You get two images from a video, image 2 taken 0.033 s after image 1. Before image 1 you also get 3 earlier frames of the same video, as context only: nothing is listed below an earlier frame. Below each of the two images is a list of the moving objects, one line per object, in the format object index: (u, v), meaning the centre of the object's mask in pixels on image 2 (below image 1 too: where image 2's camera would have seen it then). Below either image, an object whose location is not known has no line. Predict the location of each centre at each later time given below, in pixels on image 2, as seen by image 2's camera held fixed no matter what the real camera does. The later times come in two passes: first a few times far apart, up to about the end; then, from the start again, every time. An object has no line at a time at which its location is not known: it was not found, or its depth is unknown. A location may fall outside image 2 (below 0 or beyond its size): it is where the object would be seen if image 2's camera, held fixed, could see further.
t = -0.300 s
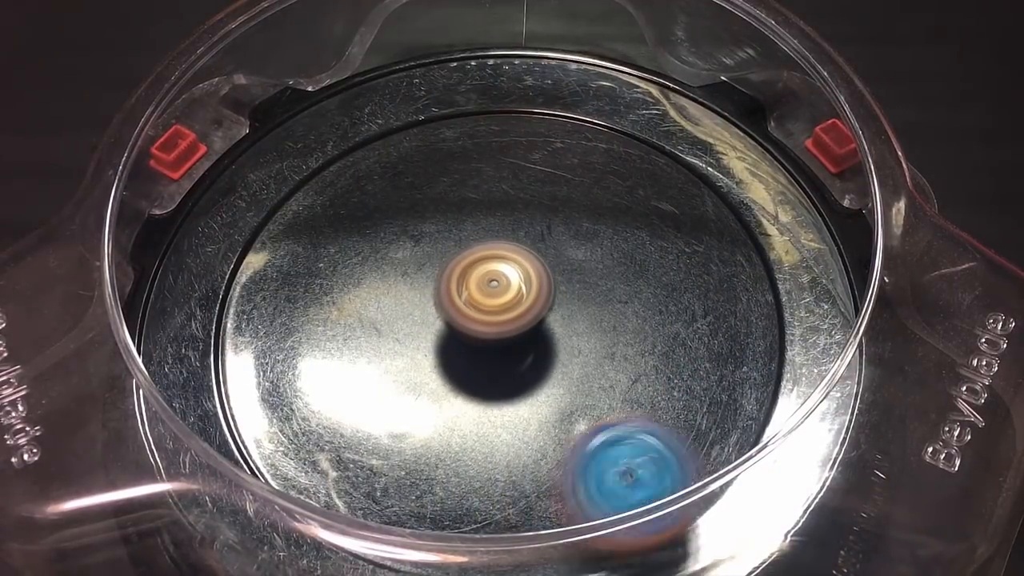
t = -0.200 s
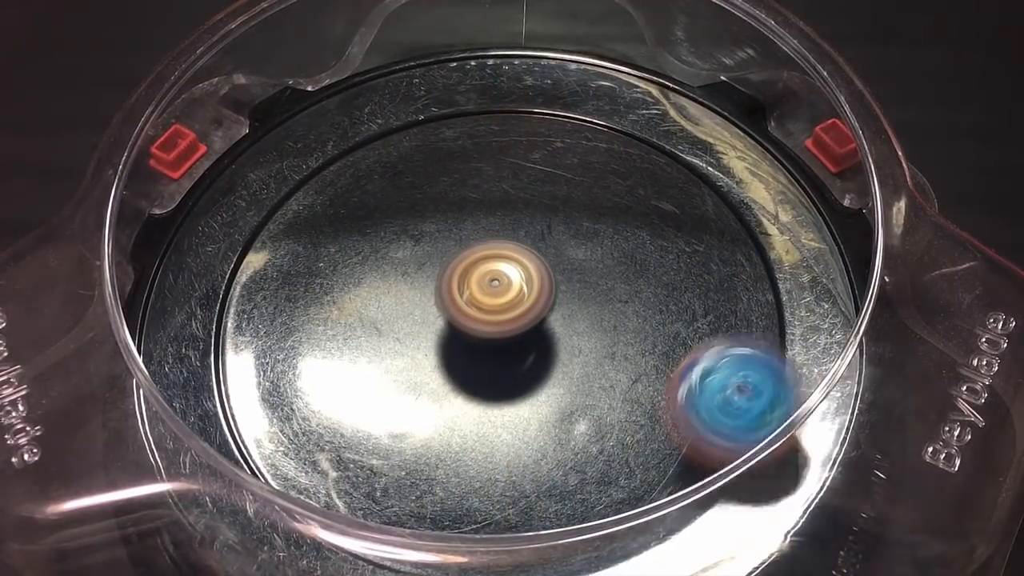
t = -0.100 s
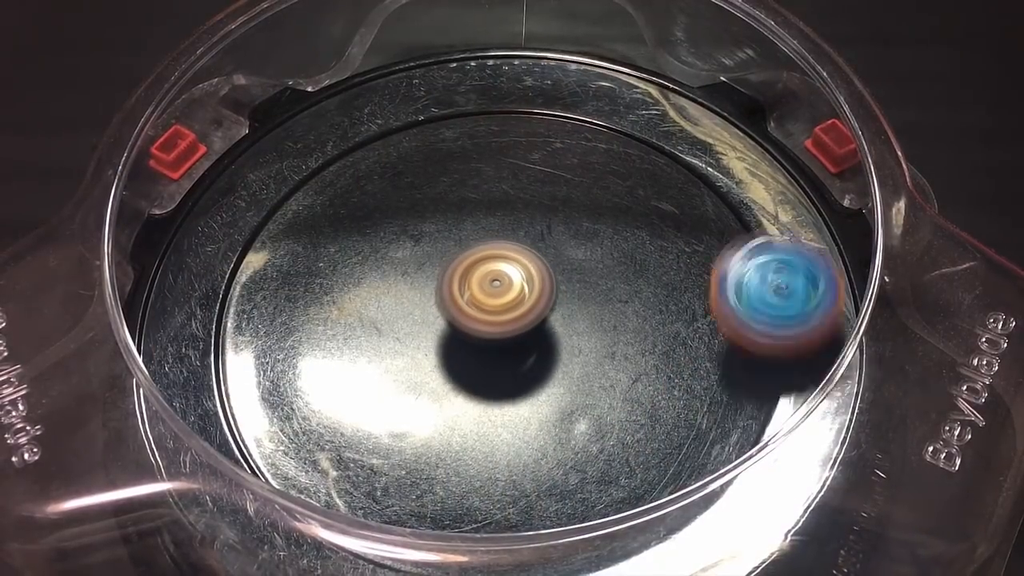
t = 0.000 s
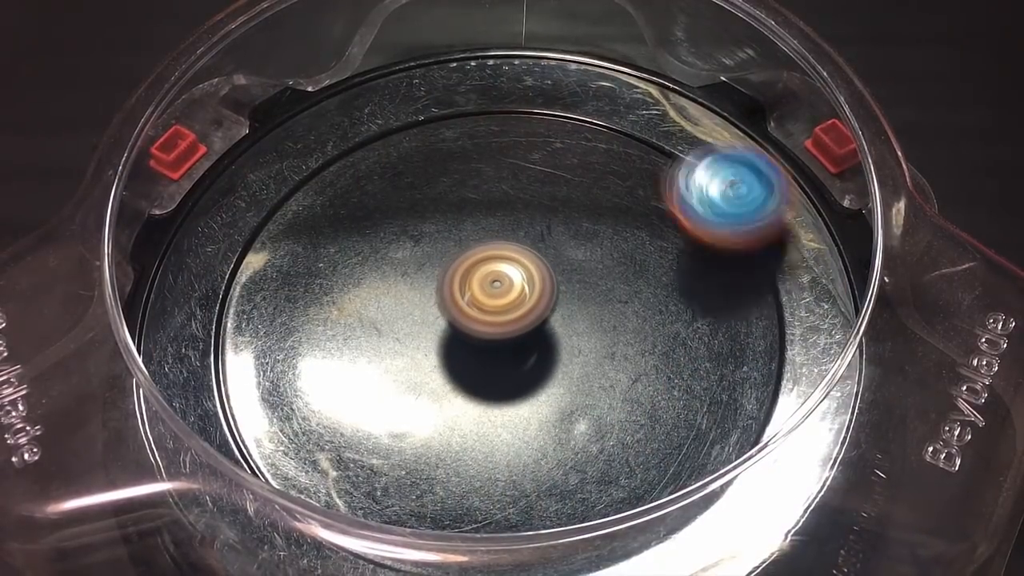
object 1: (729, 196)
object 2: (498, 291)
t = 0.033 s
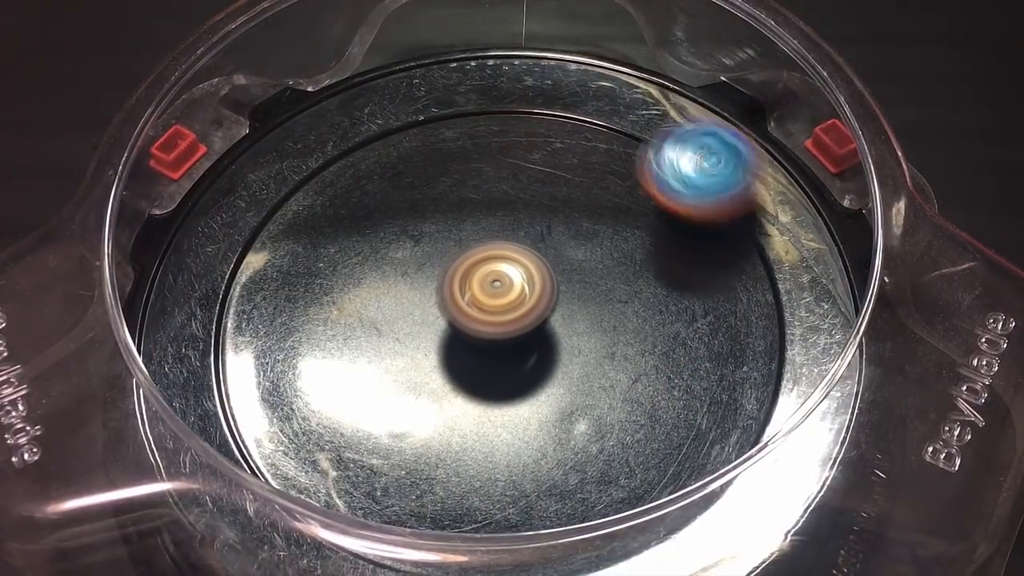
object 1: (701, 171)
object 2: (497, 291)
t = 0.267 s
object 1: (435, 139)
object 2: (498, 292)
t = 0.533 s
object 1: (300, 393)
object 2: (498, 291)
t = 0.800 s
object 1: (608, 494)
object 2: (499, 292)
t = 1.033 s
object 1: (709, 261)
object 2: (499, 292)
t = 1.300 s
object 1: (463, 145)
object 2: (497, 292)
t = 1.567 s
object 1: (306, 290)
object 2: (497, 292)
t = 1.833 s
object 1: (464, 450)
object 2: (498, 292)
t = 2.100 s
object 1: (656, 313)
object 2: (497, 291)
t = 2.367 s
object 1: (556, 169)
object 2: (497, 290)
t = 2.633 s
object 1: (367, 221)
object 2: (498, 291)
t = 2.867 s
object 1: (397, 403)
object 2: (499, 291)
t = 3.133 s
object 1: (623, 405)
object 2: (500, 289)
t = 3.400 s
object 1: (655, 241)
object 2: (499, 292)
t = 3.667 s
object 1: (456, 194)
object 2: (496, 292)
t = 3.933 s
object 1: (328, 320)
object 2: (517, 320)
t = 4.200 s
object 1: (480, 445)
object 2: (518, 327)
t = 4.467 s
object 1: (653, 325)
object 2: (506, 314)
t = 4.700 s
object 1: (568, 195)
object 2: (502, 302)
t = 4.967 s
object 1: (379, 223)
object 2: (497, 288)
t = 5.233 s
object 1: (389, 401)
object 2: (493, 288)
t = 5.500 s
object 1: (608, 399)
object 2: (494, 290)
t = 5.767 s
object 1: (629, 232)
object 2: (499, 290)
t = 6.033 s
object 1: (447, 192)
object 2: (503, 291)
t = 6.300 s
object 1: (356, 347)
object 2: (505, 293)
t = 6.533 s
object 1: (502, 441)
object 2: (505, 293)
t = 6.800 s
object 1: (652, 323)
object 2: (500, 292)
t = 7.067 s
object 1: (538, 194)
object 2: (493, 292)
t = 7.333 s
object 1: (370, 232)
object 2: (478, 309)
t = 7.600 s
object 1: (377, 399)
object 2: (502, 308)
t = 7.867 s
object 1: (588, 392)
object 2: (518, 301)
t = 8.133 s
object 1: (644, 244)
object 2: (504, 281)
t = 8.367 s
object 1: (505, 182)
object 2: (495, 290)
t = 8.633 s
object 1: (364, 256)
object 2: (476, 333)
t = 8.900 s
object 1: (367, 396)
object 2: (553, 343)
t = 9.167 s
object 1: (548, 406)
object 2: (562, 294)
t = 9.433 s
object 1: (603, 315)
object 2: (530, 214)
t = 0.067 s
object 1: (668, 150)
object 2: (498, 291)
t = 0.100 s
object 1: (631, 133)
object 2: (498, 291)
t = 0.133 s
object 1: (594, 123)
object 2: (498, 291)
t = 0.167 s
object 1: (553, 117)
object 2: (498, 292)
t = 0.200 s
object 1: (511, 119)
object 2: (498, 291)
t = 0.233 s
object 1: (471, 127)
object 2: (498, 292)
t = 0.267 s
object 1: (435, 139)
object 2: (498, 292)
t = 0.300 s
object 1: (399, 156)
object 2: (499, 291)
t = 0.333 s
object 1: (368, 180)
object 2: (498, 291)
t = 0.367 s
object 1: (340, 208)
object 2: (498, 291)
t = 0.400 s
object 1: (317, 239)
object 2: (498, 291)
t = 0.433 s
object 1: (302, 275)
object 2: (498, 291)
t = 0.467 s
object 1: (291, 313)
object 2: (498, 291)
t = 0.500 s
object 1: (290, 354)
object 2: (498, 291)
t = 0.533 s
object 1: (300, 393)
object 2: (498, 291)
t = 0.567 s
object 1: (318, 428)
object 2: (498, 291)
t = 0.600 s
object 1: (348, 459)
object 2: (498, 291)
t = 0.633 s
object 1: (383, 476)
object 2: (498, 291)
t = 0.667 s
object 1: (422, 487)
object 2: (499, 291)
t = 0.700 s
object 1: (466, 495)
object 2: (498, 291)
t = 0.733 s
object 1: (515, 497)
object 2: (498, 291)
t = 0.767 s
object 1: (564, 506)
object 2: (498, 291)
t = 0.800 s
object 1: (608, 494)
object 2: (499, 292)
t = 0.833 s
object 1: (649, 470)
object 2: (499, 291)
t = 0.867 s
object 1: (678, 437)
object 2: (499, 291)
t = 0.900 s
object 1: (704, 408)
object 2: (499, 291)
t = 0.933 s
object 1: (722, 372)
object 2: (498, 291)
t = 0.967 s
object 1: (726, 334)
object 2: (499, 292)
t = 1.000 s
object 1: (721, 295)
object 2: (499, 292)
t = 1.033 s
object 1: (709, 261)
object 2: (499, 292)
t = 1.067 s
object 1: (689, 229)
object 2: (498, 292)
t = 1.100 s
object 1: (663, 204)
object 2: (498, 292)
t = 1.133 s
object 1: (633, 182)
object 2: (498, 292)
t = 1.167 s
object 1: (602, 166)
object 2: (498, 292)
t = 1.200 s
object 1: (564, 153)
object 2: (497, 292)
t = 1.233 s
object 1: (530, 146)
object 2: (497, 292)
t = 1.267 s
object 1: (495, 143)
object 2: (497, 292)
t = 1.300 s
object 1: (463, 145)
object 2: (497, 292)
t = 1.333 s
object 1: (431, 152)
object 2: (497, 292)
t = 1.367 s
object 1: (403, 162)
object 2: (497, 292)
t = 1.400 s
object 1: (376, 176)
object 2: (497, 292)
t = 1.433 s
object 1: (354, 195)
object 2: (497, 292)
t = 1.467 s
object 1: (335, 215)
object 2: (497, 292)
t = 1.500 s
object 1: (321, 237)
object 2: (497, 292)
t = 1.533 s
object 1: (312, 263)
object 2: (497, 292)
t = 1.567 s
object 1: (306, 290)
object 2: (497, 292)
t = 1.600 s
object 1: (304, 317)
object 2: (497, 292)
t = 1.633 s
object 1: (310, 345)
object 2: (497, 292)
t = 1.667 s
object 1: (320, 372)
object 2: (497, 292)
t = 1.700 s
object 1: (338, 397)
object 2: (498, 292)
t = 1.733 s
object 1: (364, 420)
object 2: (497, 292)
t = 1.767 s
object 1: (392, 436)
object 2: (498, 292)
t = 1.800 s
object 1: (428, 445)
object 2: (498, 292)
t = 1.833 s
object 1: (464, 450)
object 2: (498, 292)
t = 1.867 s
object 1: (502, 447)
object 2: (498, 292)
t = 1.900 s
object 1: (535, 440)
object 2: (498, 292)
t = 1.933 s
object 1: (568, 427)
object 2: (498, 292)
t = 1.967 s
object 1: (597, 409)
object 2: (498, 292)
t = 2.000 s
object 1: (622, 388)
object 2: (498, 292)
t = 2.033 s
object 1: (639, 364)
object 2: (498, 291)
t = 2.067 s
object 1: (651, 338)
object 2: (498, 291)
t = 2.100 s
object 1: (656, 313)
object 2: (497, 291)
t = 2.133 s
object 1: (657, 288)
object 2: (497, 291)
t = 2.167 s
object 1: (653, 264)
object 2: (497, 290)
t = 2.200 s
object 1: (644, 243)
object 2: (497, 290)
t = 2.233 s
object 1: (632, 225)
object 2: (496, 290)
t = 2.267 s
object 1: (617, 207)
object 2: (497, 290)
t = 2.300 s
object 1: (599, 192)
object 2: (497, 289)
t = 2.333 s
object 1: (578, 180)
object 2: (496, 290)
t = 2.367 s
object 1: (556, 169)
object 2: (497, 290)
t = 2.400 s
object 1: (532, 163)
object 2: (496, 290)
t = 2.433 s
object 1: (506, 160)
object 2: (496, 290)
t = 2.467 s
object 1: (480, 160)
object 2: (496, 290)
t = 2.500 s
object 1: (455, 164)
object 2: (496, 290)
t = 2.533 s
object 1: (430, 173)
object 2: (496, 291)
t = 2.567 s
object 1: (406, 185)
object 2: (496, 291)
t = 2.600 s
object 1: (384, 200)
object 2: (497, 291)
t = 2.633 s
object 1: (367, 221)
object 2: (498, 291)
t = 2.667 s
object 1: (353, 244)
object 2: (497, 291)
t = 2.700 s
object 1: (346, 271)
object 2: (498, 291)
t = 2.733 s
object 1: (342, 298)
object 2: (498, 291)
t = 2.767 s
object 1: (346, 327)
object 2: (498, 291)
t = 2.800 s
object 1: (358, 355)
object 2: (498, 291)
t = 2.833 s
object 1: (374, 381)
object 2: (498, 291)
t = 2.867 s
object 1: (397, 403)
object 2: (499, 291)
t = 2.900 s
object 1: (422, 420)
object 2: (499, 290)
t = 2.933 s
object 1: (451, 432)
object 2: (498, 291)
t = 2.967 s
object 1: (483, 440)
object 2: (498, 292)
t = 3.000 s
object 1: (511, 443)
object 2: (499, 290)
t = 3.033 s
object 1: (543, 440)
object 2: (499, 290)
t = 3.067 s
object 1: (573, 433)
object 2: (499, 291)
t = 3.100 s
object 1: (600, 422)
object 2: (500, 290)
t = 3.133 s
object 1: (623, 405)
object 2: (500, 289)
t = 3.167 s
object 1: (643, 389)
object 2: (499, 291)
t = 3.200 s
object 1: (659, 369)
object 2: (500, 291)
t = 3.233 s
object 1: (669, 347)
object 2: (500, 290)
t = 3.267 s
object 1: (675, 327)
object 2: (499, 292)
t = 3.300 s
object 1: (677, 303)
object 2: (500, 291)
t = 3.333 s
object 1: (675, 280)
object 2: (500, 290)
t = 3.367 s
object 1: (668, 261)
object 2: (499, 291)
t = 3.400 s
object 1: (655, 241)
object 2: (499, 292)
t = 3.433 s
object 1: (639, 222)
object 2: (499, 291)
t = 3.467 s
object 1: (619, 208)
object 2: (499, 291)
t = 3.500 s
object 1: (596, 196)
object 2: (498, 292)
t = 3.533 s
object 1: (570, 188)
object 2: (498, 291)
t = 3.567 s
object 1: (542, 183)
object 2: (498, 291)
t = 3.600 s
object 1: (513, 183)
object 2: (498, 291)
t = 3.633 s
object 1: (485, 187)
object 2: (497, 292)
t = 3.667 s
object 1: (456, 194)
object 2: (496, 292)
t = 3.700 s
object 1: (430, 203)
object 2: (498, 294)
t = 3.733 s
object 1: (403, 211)
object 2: (502, 301)
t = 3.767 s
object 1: (380, 222)
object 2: (506, 305)
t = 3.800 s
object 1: (360, 237)
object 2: (509, 308)
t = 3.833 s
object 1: (346, 256)
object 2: (511, 312)
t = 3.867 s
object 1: (337, 275)
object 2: (514, 314)
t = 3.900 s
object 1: (331, 296)
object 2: (516, 317)
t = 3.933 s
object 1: (328, 320)
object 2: (517, 320)
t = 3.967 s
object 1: (331, 343)
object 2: (519, 321)
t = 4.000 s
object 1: (338, 366)
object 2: (519, 323)
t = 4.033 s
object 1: (351, 387)
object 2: (520, 325)
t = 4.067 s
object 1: (369, 407)
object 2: (520, 326)
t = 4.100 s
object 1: (392, 425)
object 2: (520, 327)
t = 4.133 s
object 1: (419, 436)
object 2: (520, 327)
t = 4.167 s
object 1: (450, 443)
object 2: (519, 327)
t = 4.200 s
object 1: (480, 445)
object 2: (518, 327)
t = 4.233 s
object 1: (512, 442)
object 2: (517, 326)
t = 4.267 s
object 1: (540, 435)
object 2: (516, 325)
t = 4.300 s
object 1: (567, 424)
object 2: (515, 325)
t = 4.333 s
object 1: (592, 409)
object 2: (514, 324)
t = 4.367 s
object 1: (615, 392)
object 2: (511, 321)
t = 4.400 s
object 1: (634, 370)
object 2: (509, 318)
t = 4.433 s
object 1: (646, 348)
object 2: (507, 315)
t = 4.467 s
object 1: (653, 325)
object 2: (506, 314)
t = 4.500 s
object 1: (653, 301)
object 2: (505, 312)
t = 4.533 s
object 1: (649, 277)
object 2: (504, 310)
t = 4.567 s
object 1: (640, 256)
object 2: (504, 308)
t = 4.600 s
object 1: (627, 237)
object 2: (503, 307)
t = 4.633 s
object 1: (610, 220)
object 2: (503, 305)
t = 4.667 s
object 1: (591, 207)
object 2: (503, 303)
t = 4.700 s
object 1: (568, 195)
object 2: (502, 302)
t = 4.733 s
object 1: (545, 187)
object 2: (503, 299)
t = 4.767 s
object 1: (519, 182)
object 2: (503, 297)
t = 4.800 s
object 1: (494, 180)
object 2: (501, 295)
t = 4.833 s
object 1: (468, 183)
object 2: (500, 294)
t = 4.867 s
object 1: (444, 187)
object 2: (499, 292)
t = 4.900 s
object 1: (420, 196)
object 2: (499, 290)
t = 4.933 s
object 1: (398, 208)
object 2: (498, 289)
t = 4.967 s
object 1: (379, 223)
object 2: (497, 288)
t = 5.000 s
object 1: (364, 242)
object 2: (496, 288)
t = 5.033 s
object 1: (352, 262)
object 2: (495, 287)
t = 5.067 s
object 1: (345, 285)
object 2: (495, 287)
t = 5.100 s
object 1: (342, 309)
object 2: (494, 287)
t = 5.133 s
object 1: (344, 334)
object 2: (494, 287)
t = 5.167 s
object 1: (353, 358)
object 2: (494, 287)
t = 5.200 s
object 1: (368, 382)
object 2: (493, 287)
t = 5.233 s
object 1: (389, 401)
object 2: (493, 288)
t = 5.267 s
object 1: (412, 418)
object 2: (493, 288)
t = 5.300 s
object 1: (439, 428)
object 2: (493, 289)
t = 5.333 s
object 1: (468, 435)
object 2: (493, 289)
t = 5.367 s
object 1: (498, 436)
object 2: (493, 289)
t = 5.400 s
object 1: (530, 433)
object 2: (493, 290)
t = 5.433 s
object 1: (558, 426)
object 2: (493, 290)
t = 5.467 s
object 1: (585, 413)
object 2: (494, 290)
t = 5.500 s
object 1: (608, 399)
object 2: (494, 290)
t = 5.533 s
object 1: (628, 379)
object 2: (495, 291)
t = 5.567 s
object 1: (641, 359)
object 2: (496, 290)
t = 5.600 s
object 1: (652, 336)
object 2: (496, 291)
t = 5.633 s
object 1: (656, 314)
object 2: (496, 290)
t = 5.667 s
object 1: (656, 292)
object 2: (498, 290)
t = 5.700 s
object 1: (651, 270)
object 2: (499, 290)
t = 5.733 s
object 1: (642, 250)
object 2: (499, 290)
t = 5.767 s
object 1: (629, 232)
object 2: (499, 290)
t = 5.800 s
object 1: (612, 216)
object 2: (500, 290)
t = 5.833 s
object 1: (593, 203)
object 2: (501, 290)
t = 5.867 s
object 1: (572, 192)
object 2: (501, 290)
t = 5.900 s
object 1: (548, 185)
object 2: (502, 290)
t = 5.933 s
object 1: (523, 182)
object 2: (502, 291)
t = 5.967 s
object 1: (497, 181)
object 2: (503, 291)
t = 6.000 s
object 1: (472, 185)
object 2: (503, 291)
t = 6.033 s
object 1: (447, 192)
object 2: (503, 291)
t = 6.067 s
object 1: (424, 203)
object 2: (504, 292)
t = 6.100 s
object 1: (402, 217)
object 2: (505, 292)
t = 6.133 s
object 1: (384, 234)
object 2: (506, 292)
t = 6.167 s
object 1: (369, 253)
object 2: (506, 292)
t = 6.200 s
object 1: (360, 274)
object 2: (506, 293)
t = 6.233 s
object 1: (353, 297)
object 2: (505, 293)
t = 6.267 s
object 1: (352, 322)
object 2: (505, 293)
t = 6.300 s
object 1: (356, 347)
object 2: (505, 293)
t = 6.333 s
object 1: (365, 369)
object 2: (505, 293)
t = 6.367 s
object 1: (379, 391)
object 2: (505, 293)
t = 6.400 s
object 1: (397, 409)
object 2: (505, 293)
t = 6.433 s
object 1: (420, 424)
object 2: (505, 293)
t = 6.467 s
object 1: (446, 434)
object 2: (505, 293)
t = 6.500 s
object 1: (473, 439)
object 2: (505, 293)
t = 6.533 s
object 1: (502, 441)
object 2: (505, 293)
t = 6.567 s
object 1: (530, 438)
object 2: (505, 293)
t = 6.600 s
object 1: (557, 432)
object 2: (504, 293)
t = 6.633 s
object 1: (581, 421)
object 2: (504, 292)
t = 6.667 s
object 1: (605, 407)
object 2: (503, 292)
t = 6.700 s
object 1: (623, 390)
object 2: (502, 292)
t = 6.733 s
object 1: (639, 368)
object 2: (502, 292)
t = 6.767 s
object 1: (648, 346)
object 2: (501, 292)
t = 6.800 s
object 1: (652, 323)
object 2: (500, 292)
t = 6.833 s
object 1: (652, 300)
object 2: (500, 292)
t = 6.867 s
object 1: (645, 278)
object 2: (499, 292)
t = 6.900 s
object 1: (635, 258)
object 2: (499, 292)
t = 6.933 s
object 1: (621, 240)
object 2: (497, 292)
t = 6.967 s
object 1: (603, 225)
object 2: (496, 292)
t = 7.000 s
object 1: (584, 212)
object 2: (495, 292)
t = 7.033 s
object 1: (562, 201)
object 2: (494, 292)
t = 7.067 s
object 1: (538, 194)
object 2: (493, 292)
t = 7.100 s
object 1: (515, 187)
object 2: (491, 294)
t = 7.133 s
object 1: (491, 184)
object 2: (486, 298)
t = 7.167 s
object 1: (468, 184)
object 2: (483, 301)
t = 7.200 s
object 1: (446, 188)
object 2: (481, 304)
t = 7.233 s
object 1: (425, 194)
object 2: (479, 306)
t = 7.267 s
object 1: (405, 203)
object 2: (478, 307)
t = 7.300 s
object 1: (385, 216)
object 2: (477, 309)
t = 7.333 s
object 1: (370, 232)
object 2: (478, 309)
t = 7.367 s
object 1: (359, 251)
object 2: (476, 310)
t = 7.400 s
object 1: (351, 271)
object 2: (476, 310)
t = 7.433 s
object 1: (348, 293)
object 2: (477, 310)
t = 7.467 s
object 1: (344, 316)
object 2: (482, 311)
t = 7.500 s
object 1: (342, 338)
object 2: (489, 311)
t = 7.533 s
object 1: (347, 361)
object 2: (495, 310)
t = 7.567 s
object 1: (358, 381)
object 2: (499, 309)
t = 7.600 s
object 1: (377, 399)
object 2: (502, 308)
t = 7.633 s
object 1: (400, 414)
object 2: (505, 308)
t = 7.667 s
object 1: (426, 424)
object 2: (507, 306)
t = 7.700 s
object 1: (456, 430)
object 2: (510, 305)
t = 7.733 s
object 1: (485, 430)
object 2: (512, 304)
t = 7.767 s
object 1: (513, 426)
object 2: (514, 303)
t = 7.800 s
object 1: (542, 419)
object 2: (515, 302)
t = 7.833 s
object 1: (566, 407)
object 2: (517, 302)
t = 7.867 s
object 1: (588, 392)
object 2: (518, 301)
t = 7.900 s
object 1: (609, 373)
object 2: (518, 299)
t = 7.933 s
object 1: (629, 358)
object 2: (515, 295)
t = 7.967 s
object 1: (645, 340)
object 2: (513, 291)
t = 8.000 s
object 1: (654, 319)
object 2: (510, 288)
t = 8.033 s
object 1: (658, 300)
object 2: (509, 285)
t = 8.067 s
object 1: (658, 280)
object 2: (507, 283)
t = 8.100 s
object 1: (653, 262)
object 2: (506, 282)
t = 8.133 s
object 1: (644, 244)
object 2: (504, 281)
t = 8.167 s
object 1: (631, 227)
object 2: (503, 281)
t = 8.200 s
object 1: (617, 214)
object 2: (501, 281)
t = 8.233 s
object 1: (599, 201)
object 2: (500, 282)
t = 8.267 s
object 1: (576, 192)
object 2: (499, 283)
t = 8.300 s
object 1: (553, 187)
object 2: (498, 283)
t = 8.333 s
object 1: (530, 184)
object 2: (497, 285)
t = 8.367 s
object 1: (505, 182)
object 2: (495, 290)
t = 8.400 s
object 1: (485, 178)
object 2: (491, 301)
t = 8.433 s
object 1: (465, 178)
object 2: (487, 310)
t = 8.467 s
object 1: (443, 182)
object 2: (483, 316)
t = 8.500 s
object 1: (422, 191)
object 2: (480, 322)
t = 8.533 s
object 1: (404, 201)
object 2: (478, 327)
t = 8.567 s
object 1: (385, 216)
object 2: (476, 330)
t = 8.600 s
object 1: (372, 235)
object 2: (476, 332)
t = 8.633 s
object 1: (364, 256)
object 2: (476, 333)
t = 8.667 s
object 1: (361, 278)
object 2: (477, 334)
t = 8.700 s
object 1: (359, 299)
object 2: (479, 334)
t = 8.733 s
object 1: (348, 315)
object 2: (497, 339)
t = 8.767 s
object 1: (339, 331)
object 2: (514, 343)
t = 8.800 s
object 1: (338, 348)
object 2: (529, 345)
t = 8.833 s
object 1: (342, 364)
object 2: (540, 345)
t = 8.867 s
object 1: (352, 380)
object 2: (548, 345)
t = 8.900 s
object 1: (367, 396)
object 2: (553, 343)
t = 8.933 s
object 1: (388, 409)
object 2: (555, 342)
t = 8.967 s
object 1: (411, 419)
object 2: (556, 339)
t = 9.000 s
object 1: (440, 424)
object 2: (555, 336)
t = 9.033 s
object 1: (471, 422)
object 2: (553, 333)
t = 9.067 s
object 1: (492, 422)
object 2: (555, 325)
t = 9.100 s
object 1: (512, 419)
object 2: (558, 315)
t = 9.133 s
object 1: (531, 412)
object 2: (560, 306)
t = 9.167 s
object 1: (548, 406)
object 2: (562, 294)
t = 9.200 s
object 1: (562, 401)
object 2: (564, 278)
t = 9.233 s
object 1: (574, 392)
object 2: (563, 265)
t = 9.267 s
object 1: (585, 379)
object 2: (562, 256)
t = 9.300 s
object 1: (593, 362)
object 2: (559, 250)
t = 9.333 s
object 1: (599, 342)
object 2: (556, 245)
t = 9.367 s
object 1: (604, 333)
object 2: (547, 234)
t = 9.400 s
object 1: (605, 325)
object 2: (538, 221)
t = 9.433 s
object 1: (603, 315)
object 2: (530, 214)
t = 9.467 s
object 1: (596, 302)
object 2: (524, 210)
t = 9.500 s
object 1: (585, 292)
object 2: (519, 207)
